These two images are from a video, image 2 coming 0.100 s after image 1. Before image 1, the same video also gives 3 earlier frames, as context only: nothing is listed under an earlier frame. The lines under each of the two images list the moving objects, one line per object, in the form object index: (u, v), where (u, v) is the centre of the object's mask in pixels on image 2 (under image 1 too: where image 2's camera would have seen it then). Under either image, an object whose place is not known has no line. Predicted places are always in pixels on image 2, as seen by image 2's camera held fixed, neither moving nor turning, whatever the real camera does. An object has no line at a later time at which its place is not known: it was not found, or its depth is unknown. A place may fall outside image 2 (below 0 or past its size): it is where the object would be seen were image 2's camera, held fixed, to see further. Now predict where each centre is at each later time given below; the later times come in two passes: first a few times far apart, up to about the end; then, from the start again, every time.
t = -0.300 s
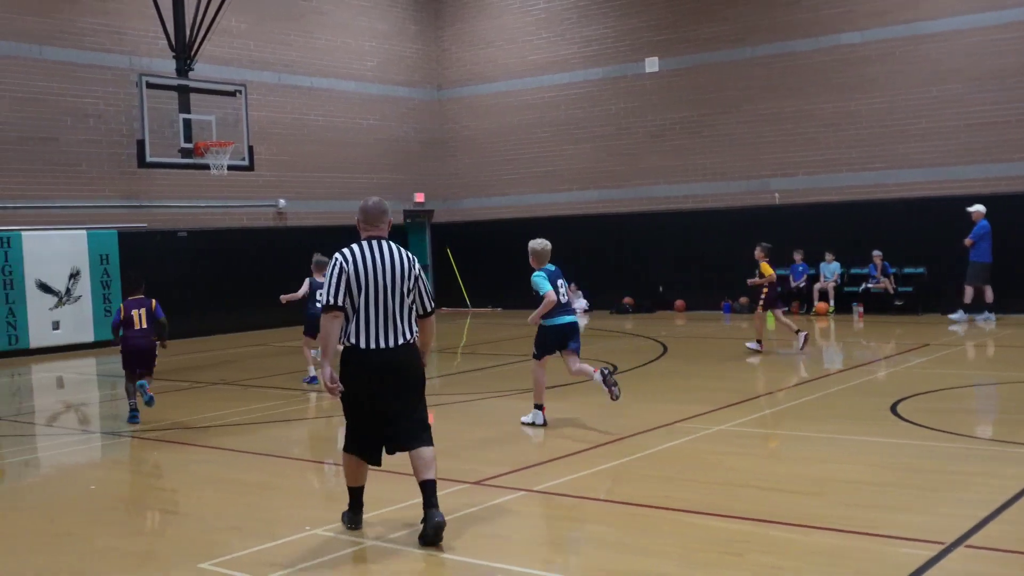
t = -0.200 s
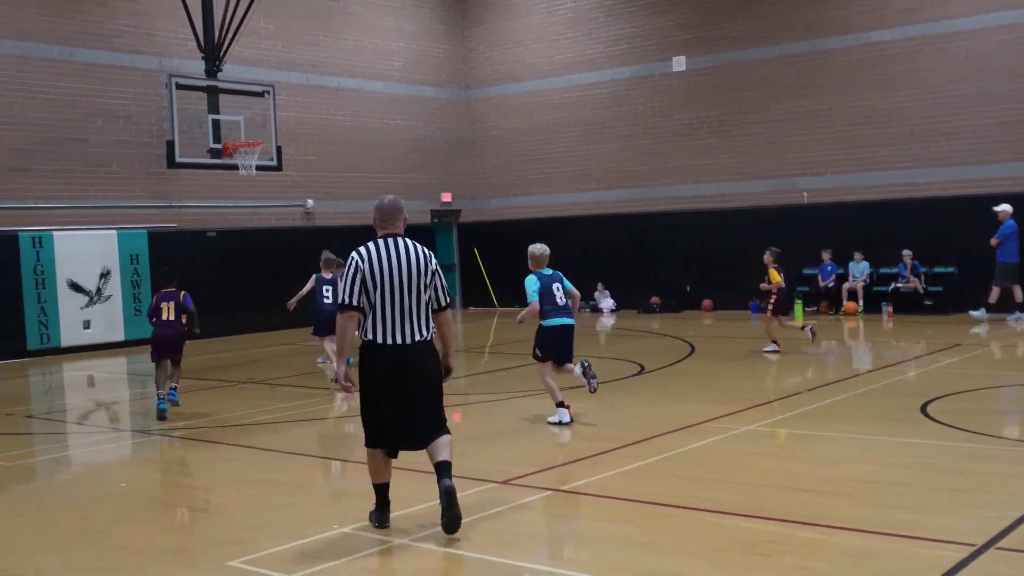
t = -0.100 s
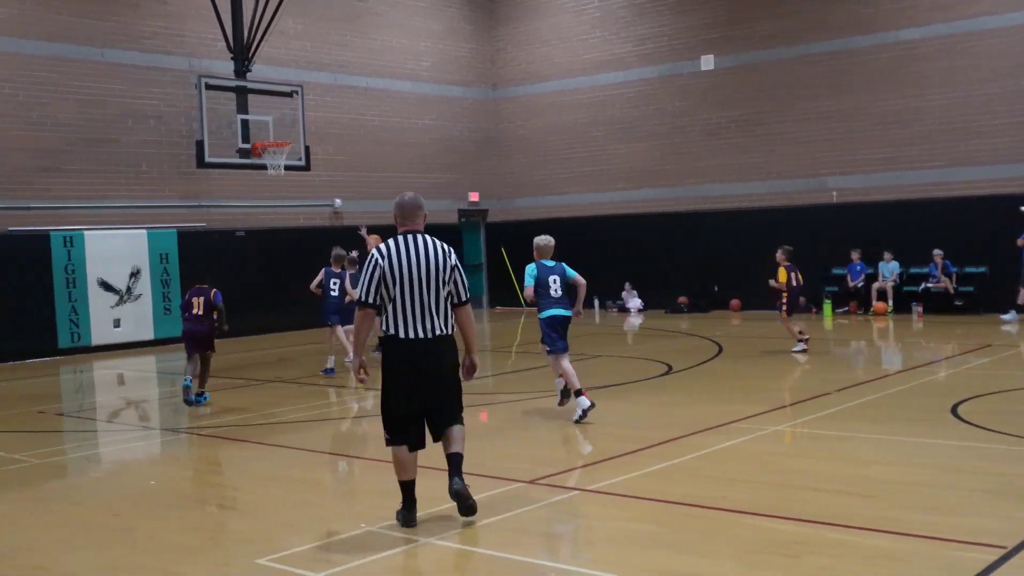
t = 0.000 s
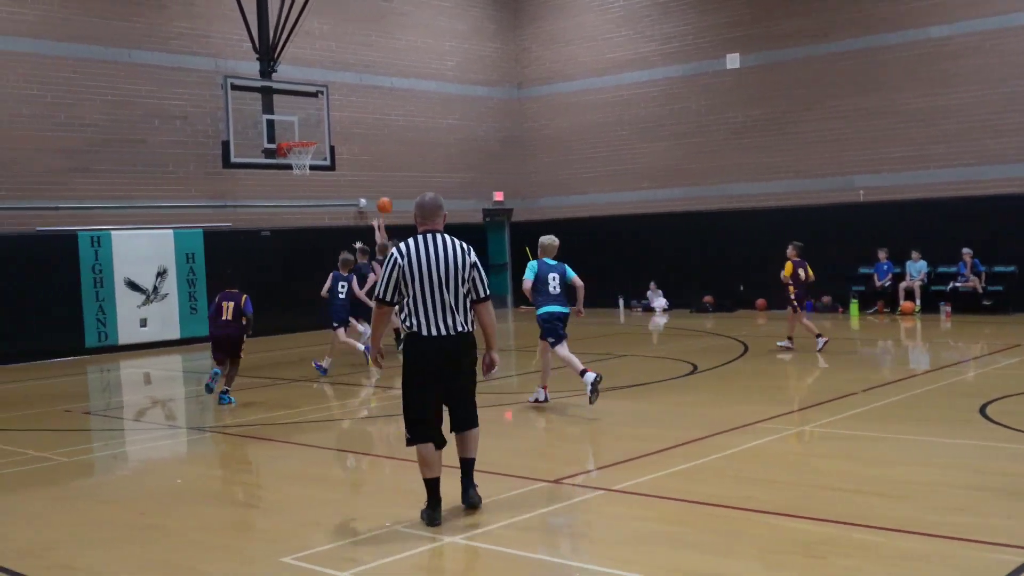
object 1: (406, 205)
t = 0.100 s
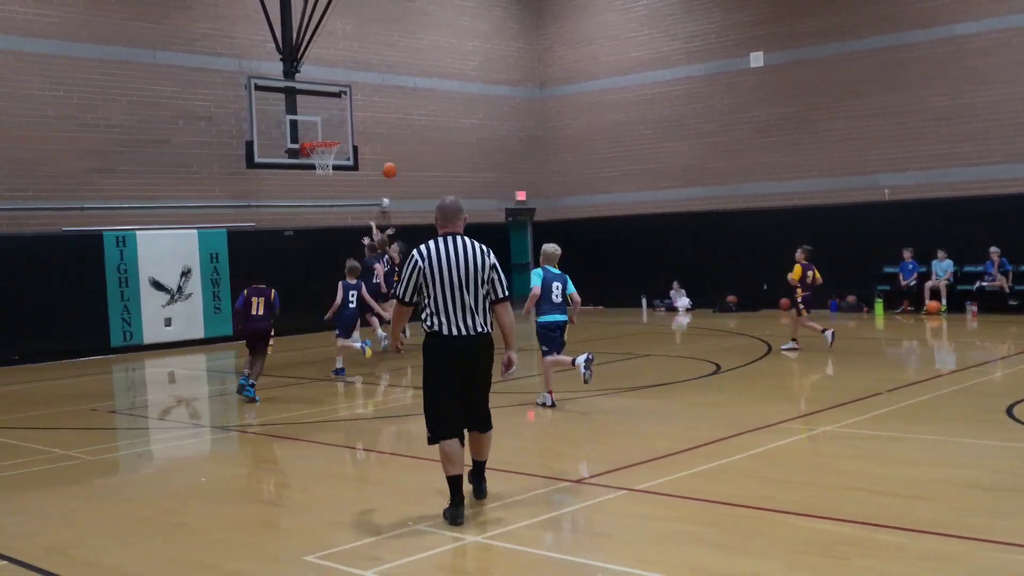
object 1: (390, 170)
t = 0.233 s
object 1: (369, 134)
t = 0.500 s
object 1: (342, 99)
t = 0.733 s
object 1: (346, 111)
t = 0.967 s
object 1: (357, 147)
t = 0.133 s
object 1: (384, 160)
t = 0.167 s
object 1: (379, 151)
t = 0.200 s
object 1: (374, 142)
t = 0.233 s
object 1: (369, 134)
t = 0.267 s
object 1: (364, 127)
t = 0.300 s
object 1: (359, 121)
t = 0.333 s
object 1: (354, 115)
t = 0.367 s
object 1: (349, 110)
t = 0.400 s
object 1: (343, 105)
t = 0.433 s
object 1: (342, 102)
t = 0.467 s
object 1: (343, 100)
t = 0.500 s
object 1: (342, 99)
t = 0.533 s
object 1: (343, 98)
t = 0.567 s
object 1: (343, 98)
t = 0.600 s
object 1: (344, 100)
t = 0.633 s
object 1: (345, 101)
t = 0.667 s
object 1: (345, 103)
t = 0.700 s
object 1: (346, 107)
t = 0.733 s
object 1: (346, 111)
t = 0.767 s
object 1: (347, 116)
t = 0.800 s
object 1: (348, 122)
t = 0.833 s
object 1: (349, 128)
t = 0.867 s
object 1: (349, 136)
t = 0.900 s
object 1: (351, 139)
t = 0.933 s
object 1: (355, 143)
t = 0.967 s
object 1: (357, 147)
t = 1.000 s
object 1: (361, 152)
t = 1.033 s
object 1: (364, 158)
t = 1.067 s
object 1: (367, 165)
